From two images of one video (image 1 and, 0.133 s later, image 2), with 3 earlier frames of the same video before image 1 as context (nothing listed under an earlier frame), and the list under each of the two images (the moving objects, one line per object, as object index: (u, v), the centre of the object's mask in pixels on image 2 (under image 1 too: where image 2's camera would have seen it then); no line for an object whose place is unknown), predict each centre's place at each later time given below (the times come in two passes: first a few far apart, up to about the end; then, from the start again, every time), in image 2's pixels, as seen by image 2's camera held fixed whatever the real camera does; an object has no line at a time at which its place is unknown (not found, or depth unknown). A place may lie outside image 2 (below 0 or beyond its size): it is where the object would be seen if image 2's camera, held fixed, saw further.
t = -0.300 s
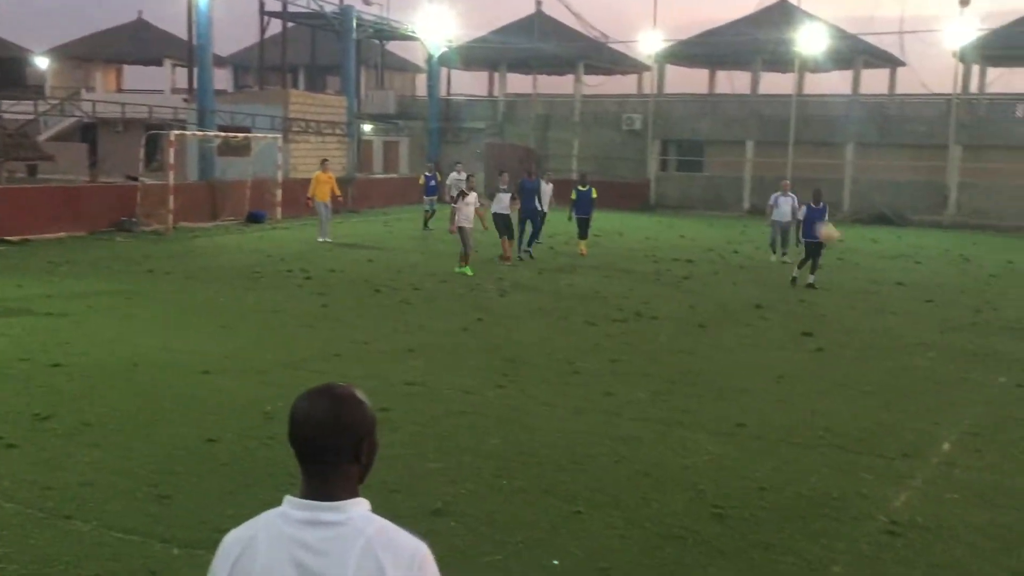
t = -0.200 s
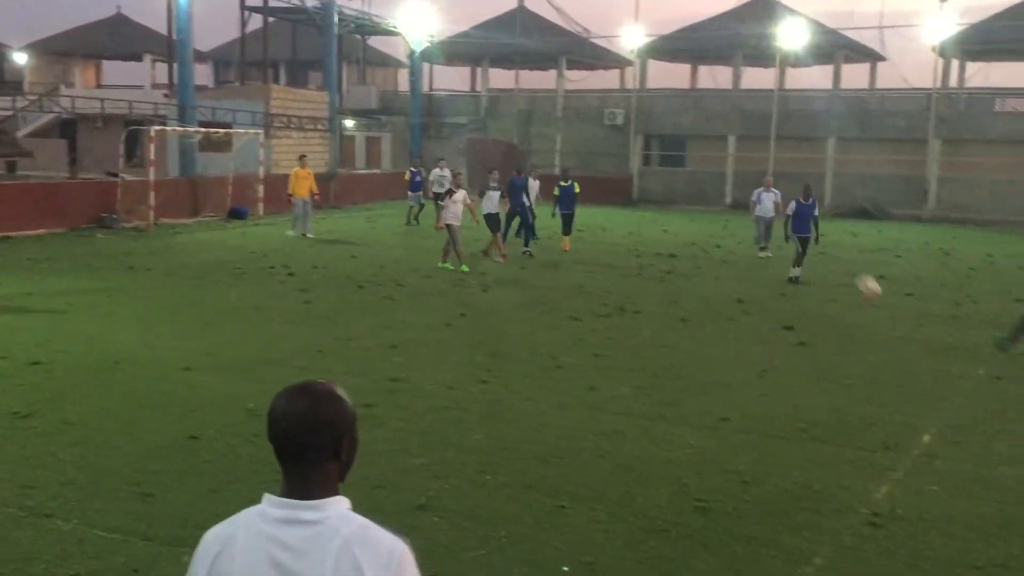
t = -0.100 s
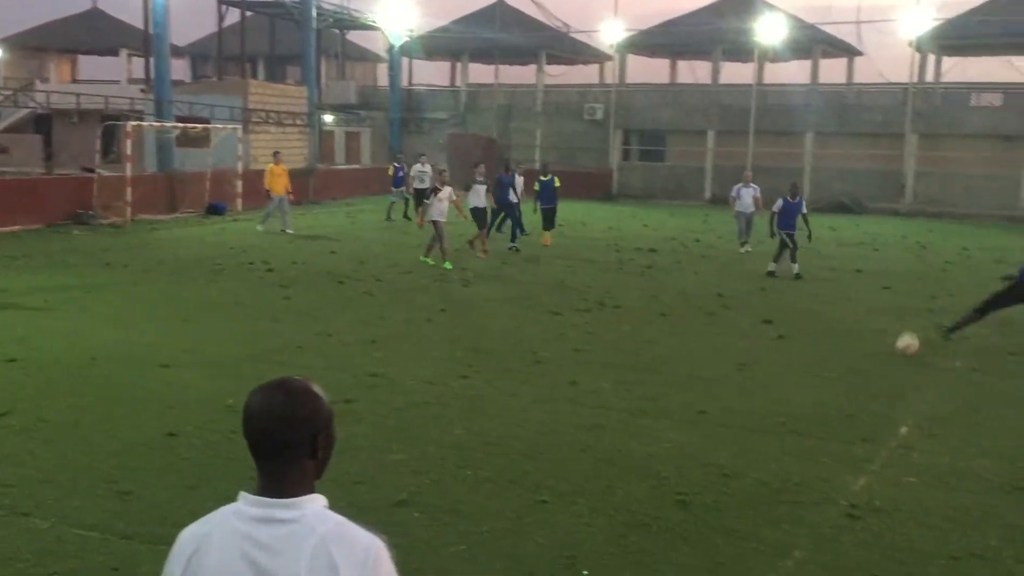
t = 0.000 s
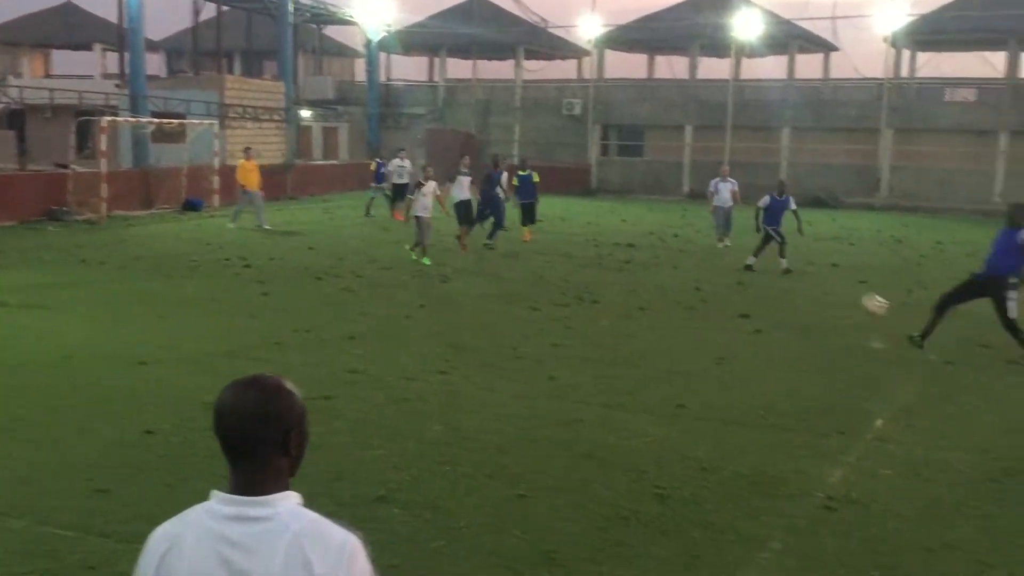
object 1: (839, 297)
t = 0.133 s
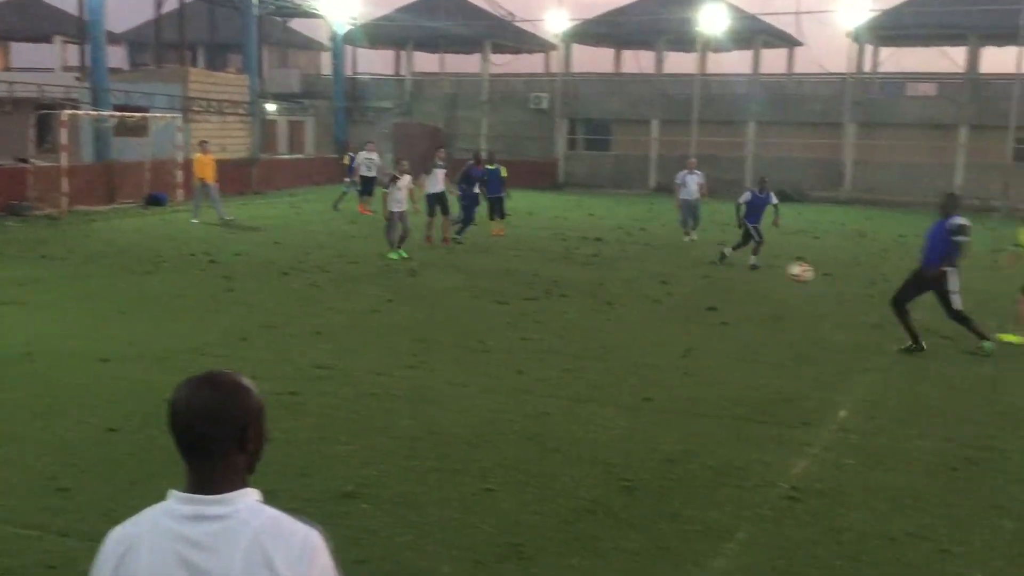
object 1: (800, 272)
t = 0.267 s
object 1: (760, 261)
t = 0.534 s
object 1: (675, 290)
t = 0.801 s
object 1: (619, 318)
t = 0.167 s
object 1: (790, 267)
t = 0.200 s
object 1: (779, 264)
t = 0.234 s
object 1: (770, 261)
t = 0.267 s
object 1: (760, 261)
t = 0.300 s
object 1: (749, 262)
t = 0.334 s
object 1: (740, 263)
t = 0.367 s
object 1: (729, 265)
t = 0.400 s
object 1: (717, 269)
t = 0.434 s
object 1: (707, 271)
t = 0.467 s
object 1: (696, 277)
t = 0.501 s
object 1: (685, 282)
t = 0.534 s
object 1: (675, 290)
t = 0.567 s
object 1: (664, 297)
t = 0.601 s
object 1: (653, 307)
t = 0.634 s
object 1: (642, 317)
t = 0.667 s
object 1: (631, 329)
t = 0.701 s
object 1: (623, 334)
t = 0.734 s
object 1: (622, 331)
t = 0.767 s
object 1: (620, 322)
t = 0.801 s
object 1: (619, 318)
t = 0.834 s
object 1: (618, 314)
